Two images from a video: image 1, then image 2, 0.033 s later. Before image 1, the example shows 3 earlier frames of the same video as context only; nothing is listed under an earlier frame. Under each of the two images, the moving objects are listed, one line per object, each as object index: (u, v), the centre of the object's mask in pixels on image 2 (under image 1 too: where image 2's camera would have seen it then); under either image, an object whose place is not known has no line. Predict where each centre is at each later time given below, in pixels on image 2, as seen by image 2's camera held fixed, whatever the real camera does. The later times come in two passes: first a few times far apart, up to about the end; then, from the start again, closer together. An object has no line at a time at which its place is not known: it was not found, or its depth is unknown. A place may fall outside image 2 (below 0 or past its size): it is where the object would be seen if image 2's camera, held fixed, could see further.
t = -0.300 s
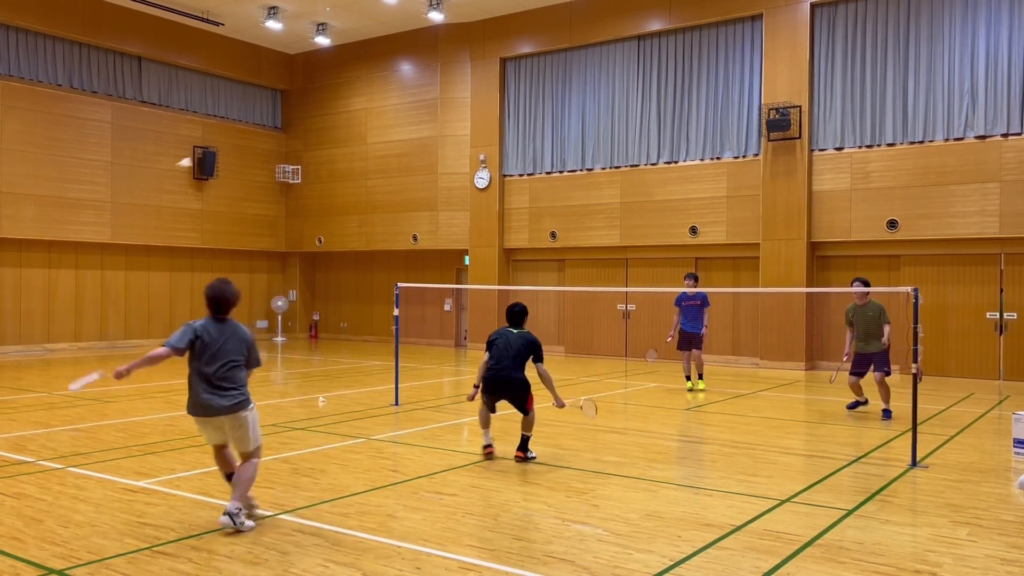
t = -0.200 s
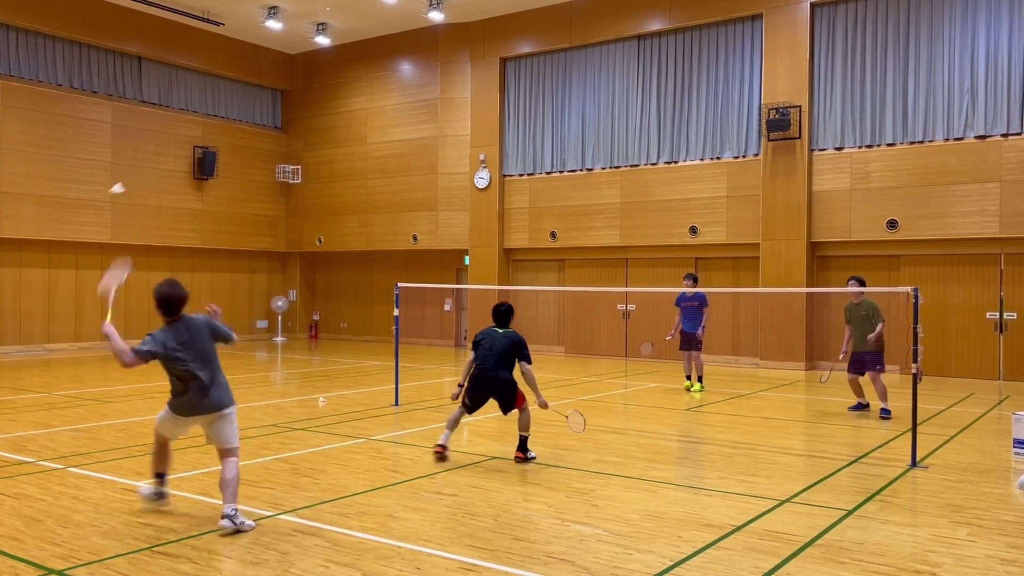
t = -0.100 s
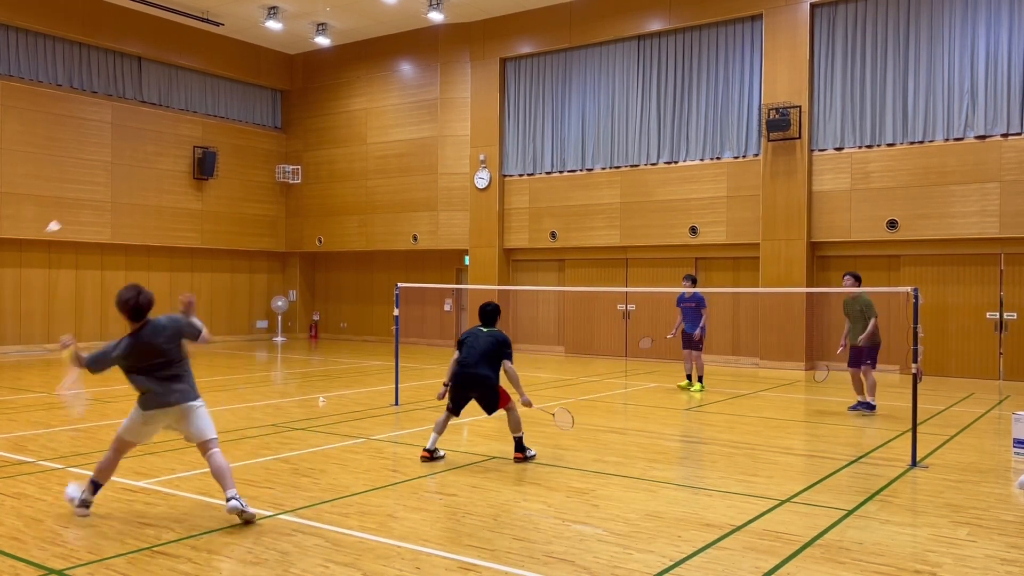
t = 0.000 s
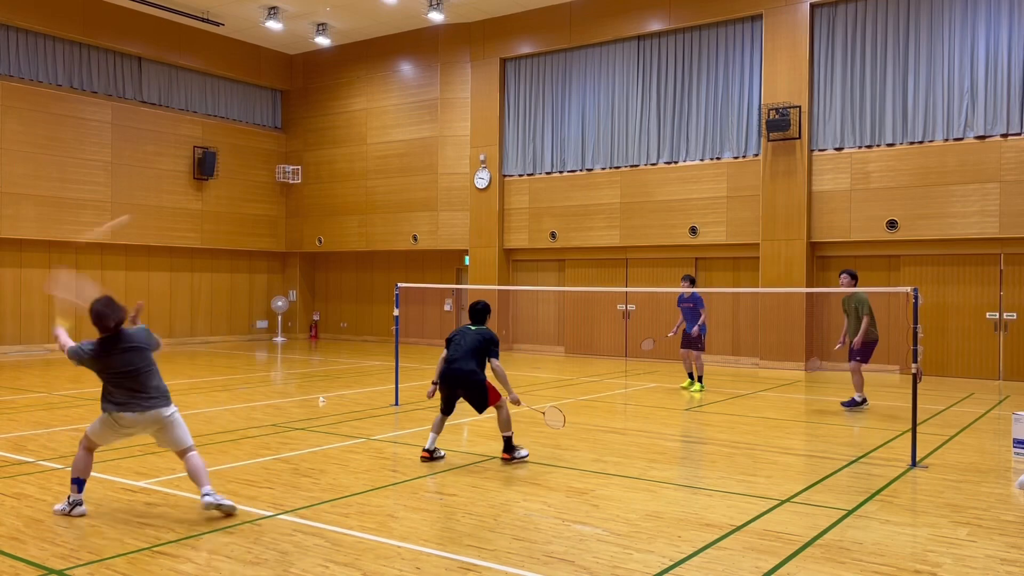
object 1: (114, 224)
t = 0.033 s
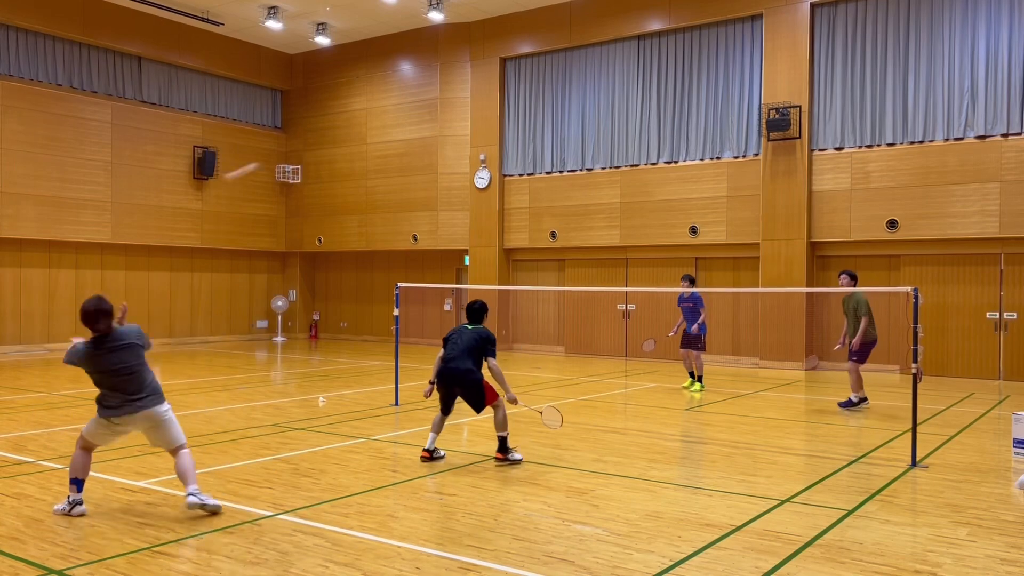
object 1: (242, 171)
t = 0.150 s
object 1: (441, 97)
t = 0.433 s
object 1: (588, 71)
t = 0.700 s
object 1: (646, 97)
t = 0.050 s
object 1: (288, 153)
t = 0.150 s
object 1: (441, 97)
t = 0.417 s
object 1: (583, 71)
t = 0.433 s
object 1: (588, 71)
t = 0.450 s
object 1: (593, 72)
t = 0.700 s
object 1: (646, 97)
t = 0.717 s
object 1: (648, 100)
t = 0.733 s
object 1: (651, 103)
